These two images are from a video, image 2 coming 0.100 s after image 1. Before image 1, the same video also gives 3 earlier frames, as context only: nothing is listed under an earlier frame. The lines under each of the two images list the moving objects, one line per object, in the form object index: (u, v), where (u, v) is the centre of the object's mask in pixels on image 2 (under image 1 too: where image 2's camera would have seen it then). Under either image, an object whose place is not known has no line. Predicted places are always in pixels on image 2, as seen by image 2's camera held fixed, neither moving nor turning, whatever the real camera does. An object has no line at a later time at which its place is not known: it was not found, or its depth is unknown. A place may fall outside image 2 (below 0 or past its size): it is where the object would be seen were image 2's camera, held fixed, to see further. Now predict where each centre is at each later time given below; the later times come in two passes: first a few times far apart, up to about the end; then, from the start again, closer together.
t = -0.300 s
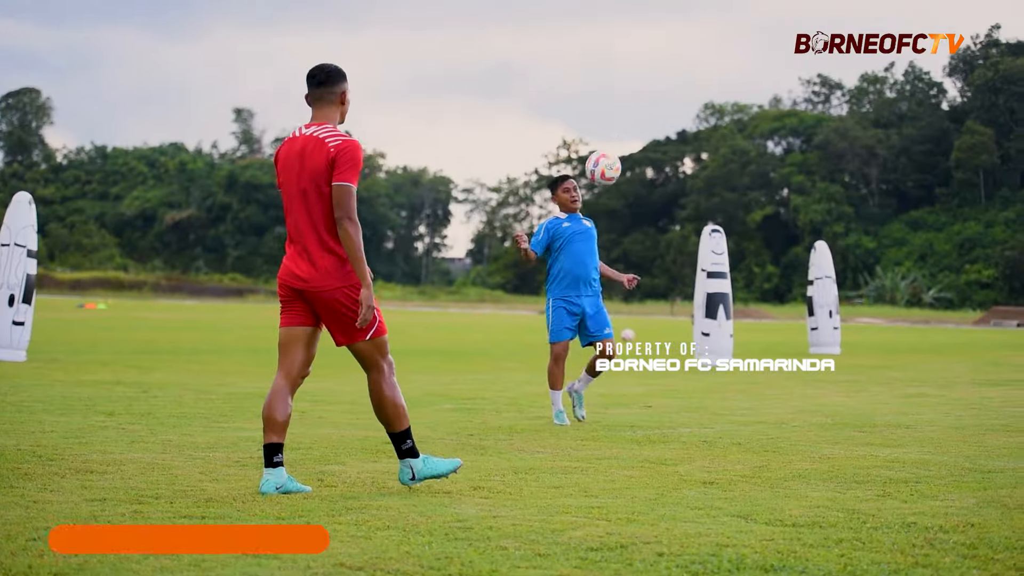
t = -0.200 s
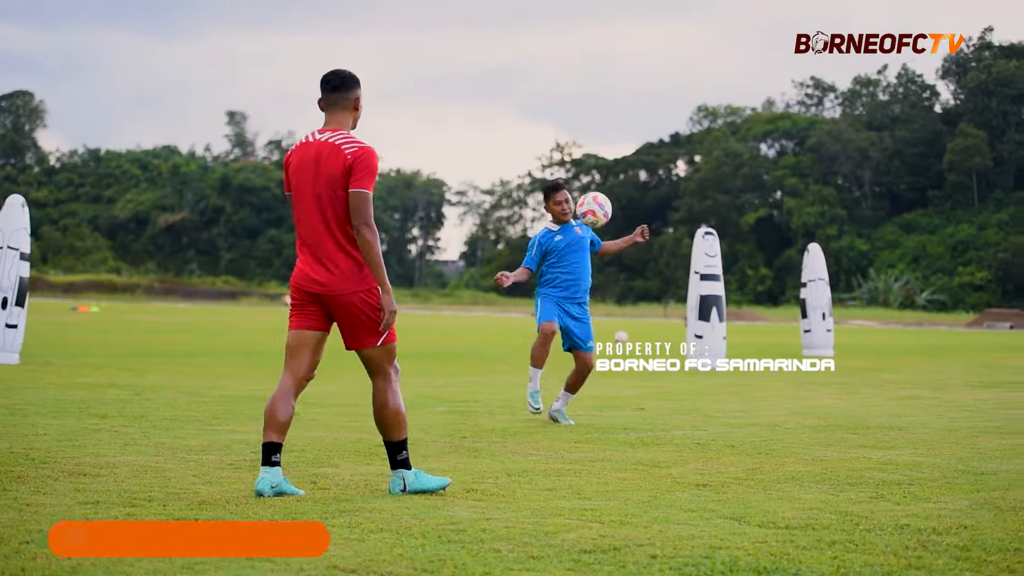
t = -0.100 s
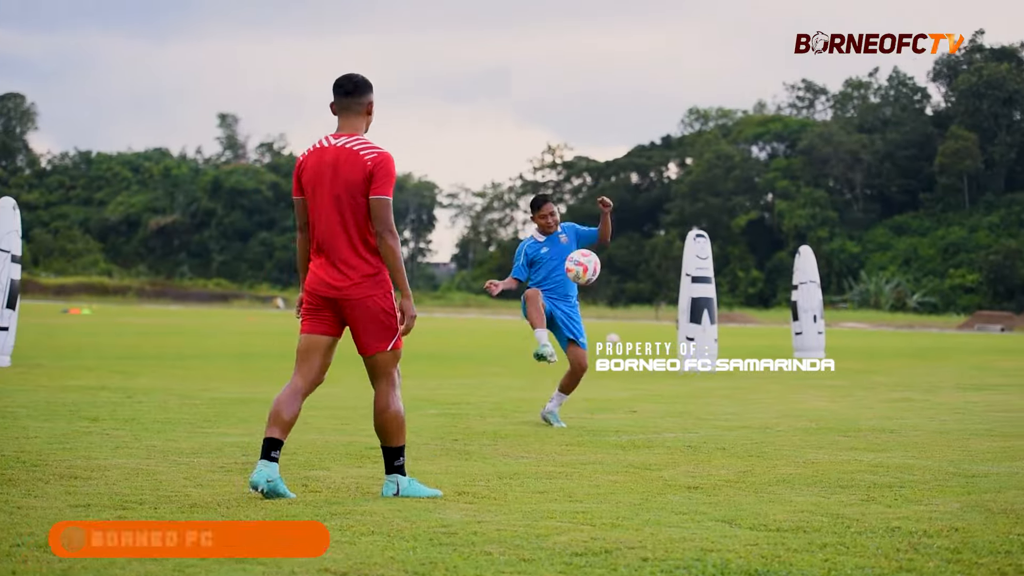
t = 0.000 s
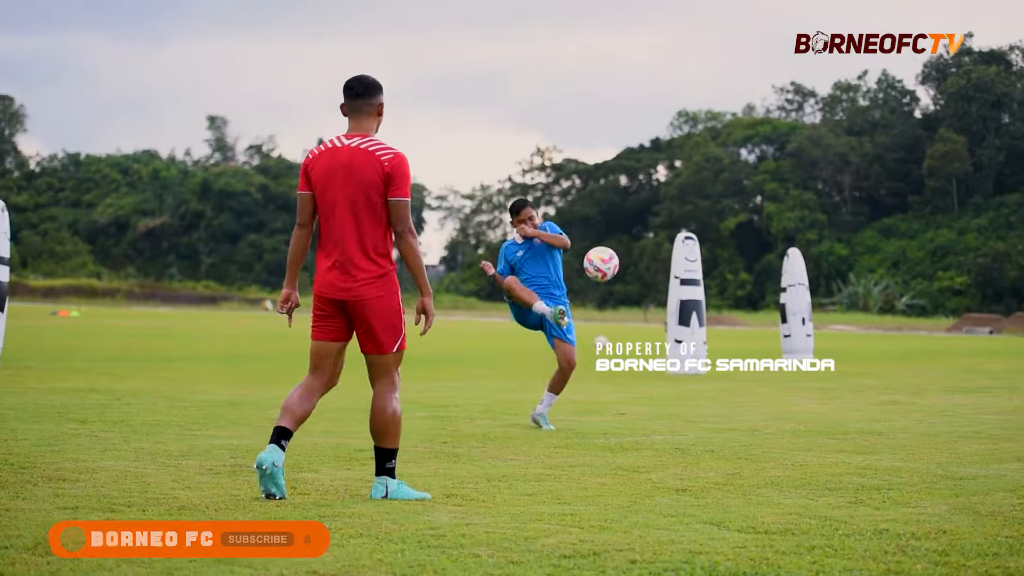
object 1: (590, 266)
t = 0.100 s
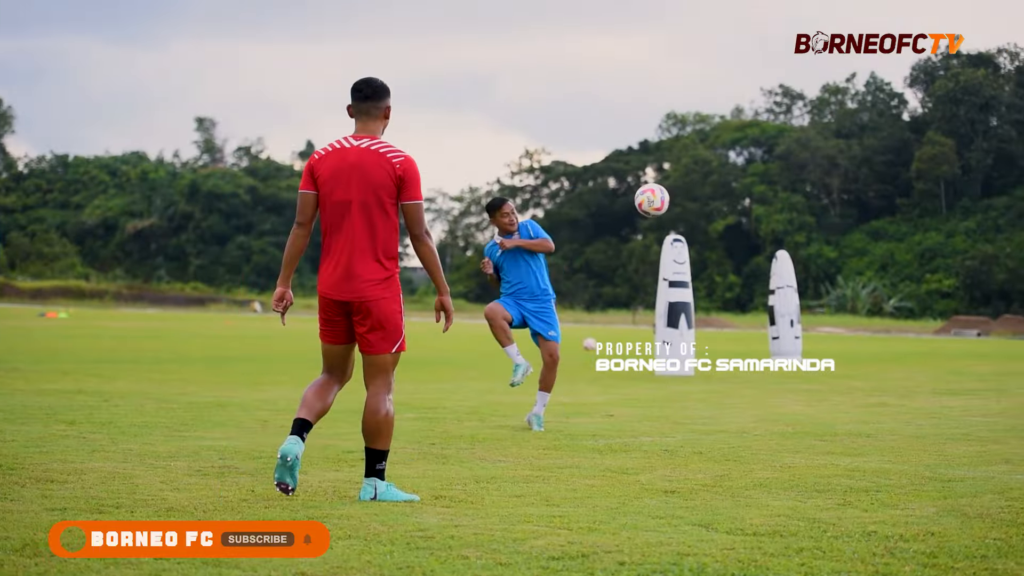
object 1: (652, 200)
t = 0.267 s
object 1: (747, 129)
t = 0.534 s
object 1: (886, 96)
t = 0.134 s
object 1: (671, 182)
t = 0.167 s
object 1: (691, 166)
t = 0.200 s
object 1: (710, 152)
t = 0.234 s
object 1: (729, 140)
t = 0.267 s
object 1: (747, 129)
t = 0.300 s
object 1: (766, 119)
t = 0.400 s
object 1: (820, 98)
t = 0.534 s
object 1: (886, 96)
